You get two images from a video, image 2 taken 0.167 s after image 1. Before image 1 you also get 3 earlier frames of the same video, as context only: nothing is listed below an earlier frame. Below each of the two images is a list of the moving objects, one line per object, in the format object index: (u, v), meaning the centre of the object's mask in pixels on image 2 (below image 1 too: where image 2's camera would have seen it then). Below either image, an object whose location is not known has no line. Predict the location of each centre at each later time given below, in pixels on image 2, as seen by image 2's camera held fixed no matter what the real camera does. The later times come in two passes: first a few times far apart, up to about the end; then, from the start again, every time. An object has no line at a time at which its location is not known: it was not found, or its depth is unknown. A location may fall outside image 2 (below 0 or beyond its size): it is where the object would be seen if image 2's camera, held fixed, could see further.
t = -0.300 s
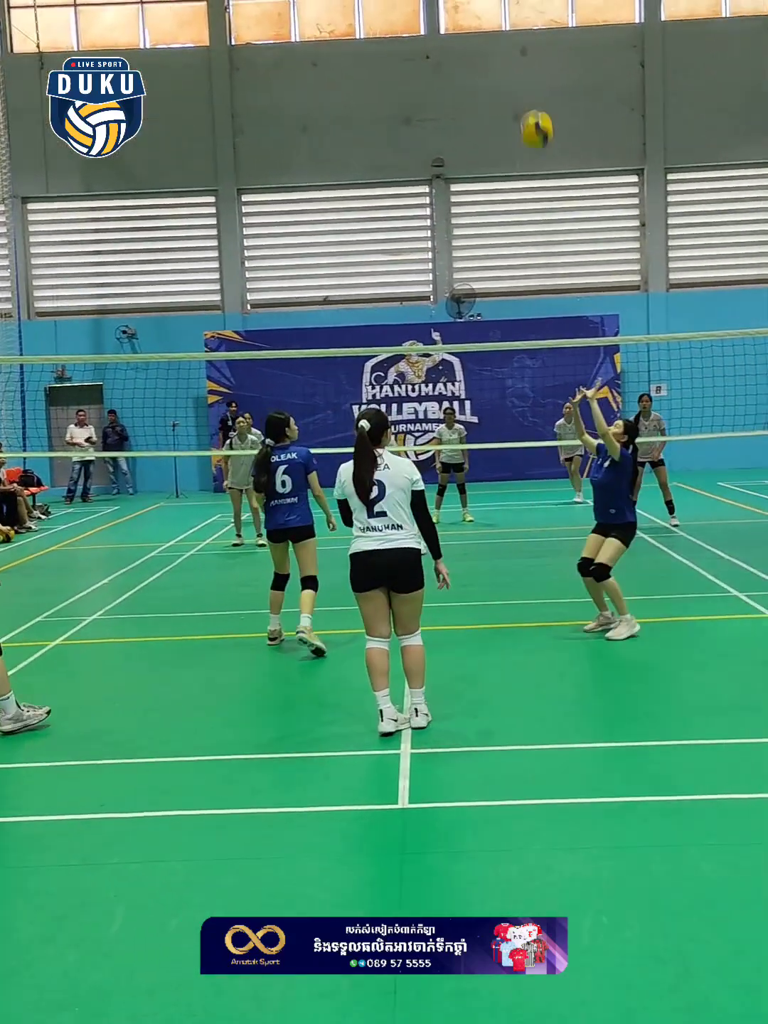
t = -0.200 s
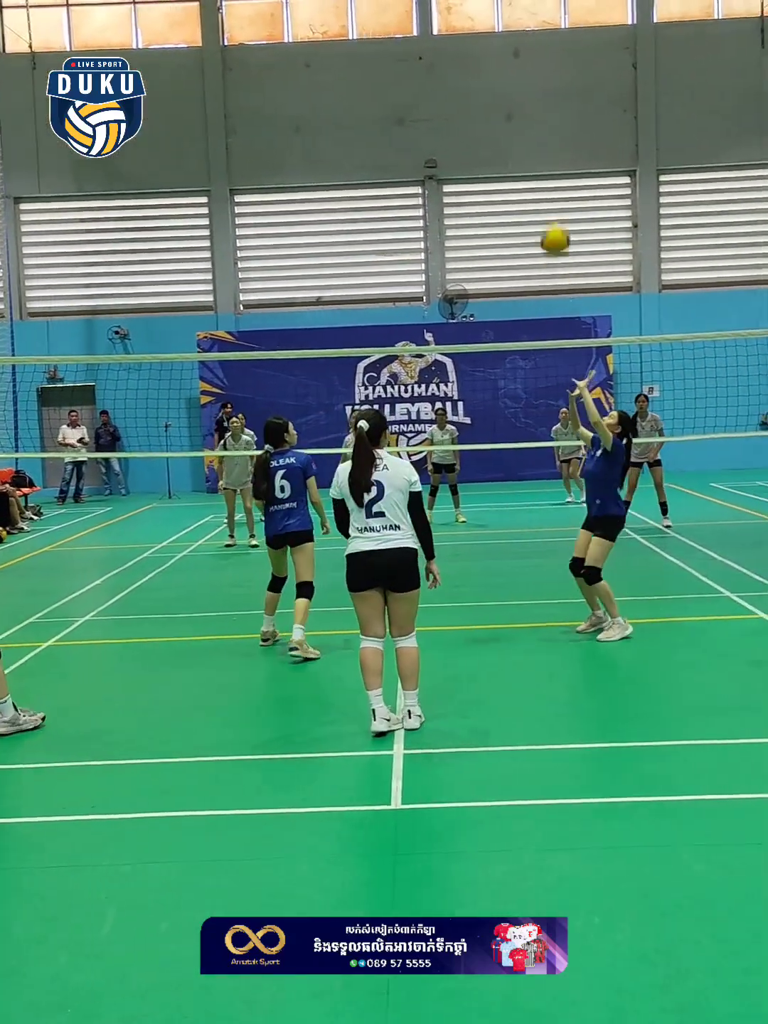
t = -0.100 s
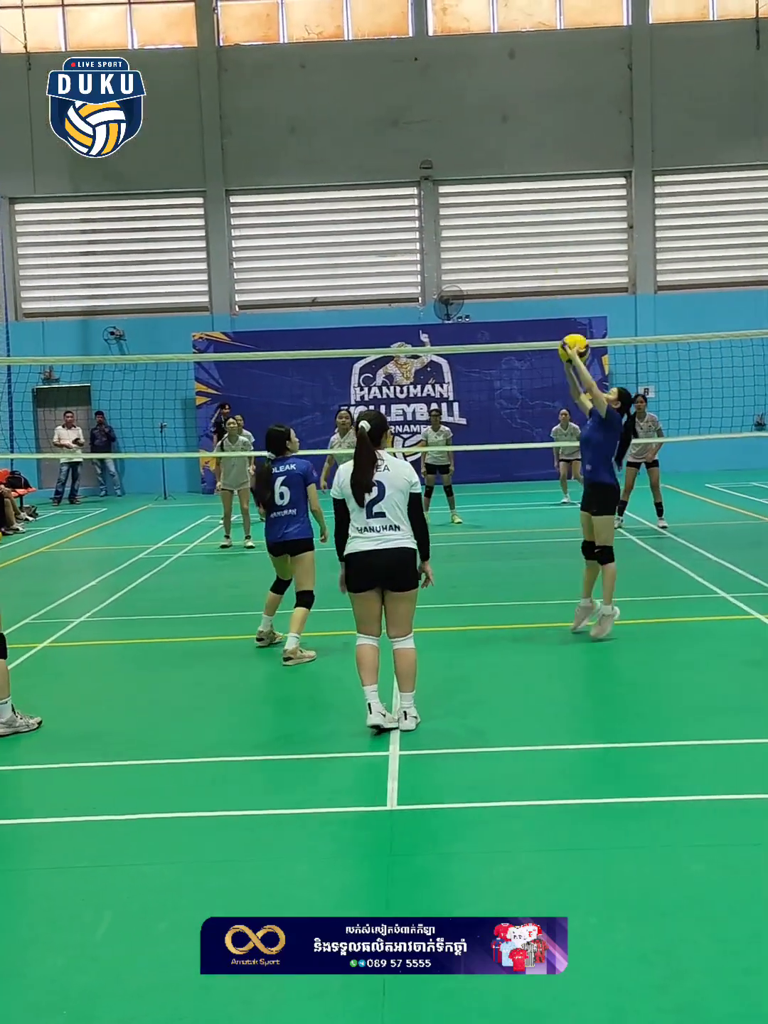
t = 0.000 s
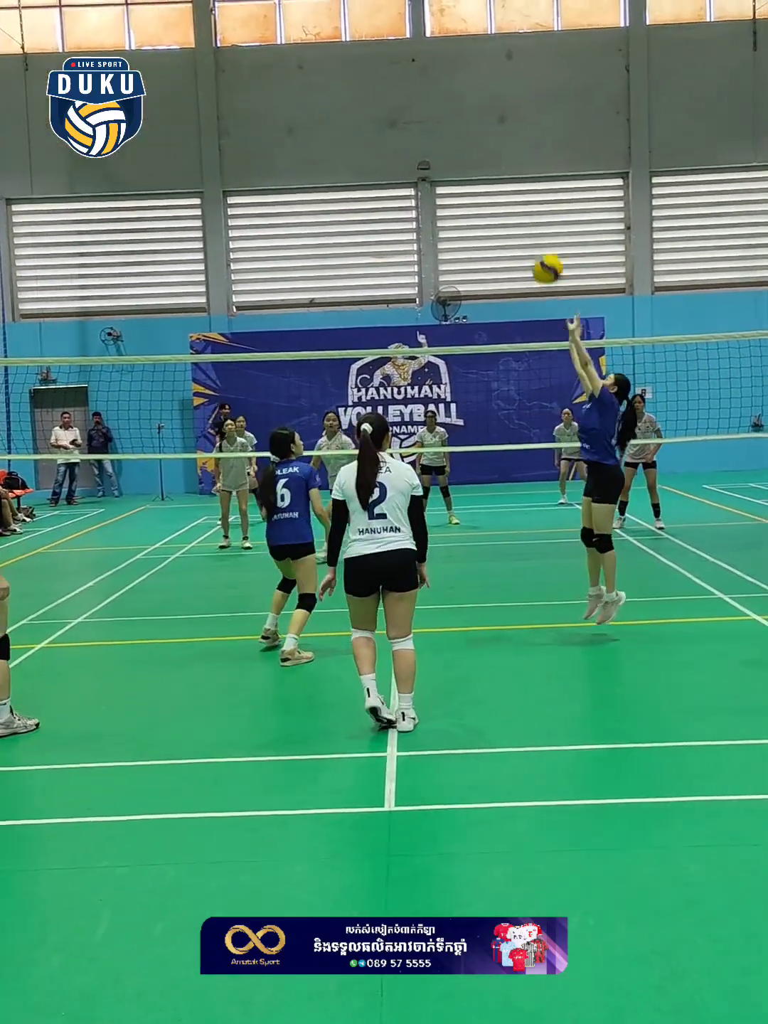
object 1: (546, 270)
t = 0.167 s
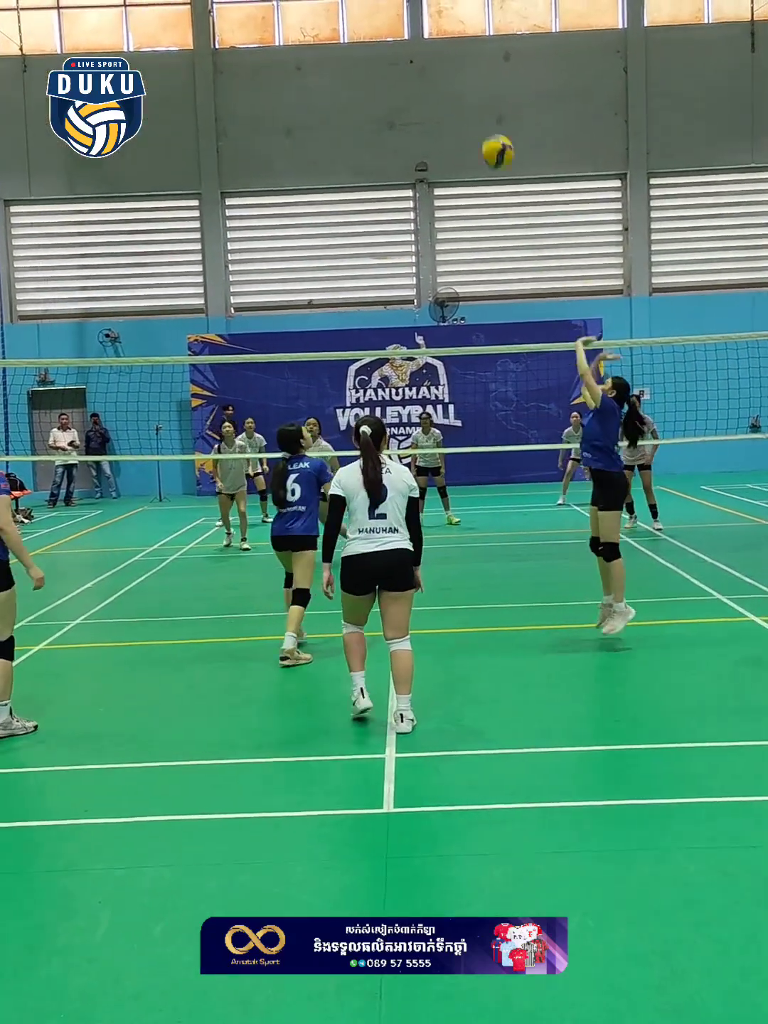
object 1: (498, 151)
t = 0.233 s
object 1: (480, 115)
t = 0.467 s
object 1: (420, 46)
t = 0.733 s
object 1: (358, 62)
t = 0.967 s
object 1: (312, 158)
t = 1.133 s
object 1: (285, 267)
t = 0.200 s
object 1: (488, 132)
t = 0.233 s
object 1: (480, 115)
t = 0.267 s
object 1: (471, 100)
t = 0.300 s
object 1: (462, 87)
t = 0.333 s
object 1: (453, 76)
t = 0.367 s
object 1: (445, 65)
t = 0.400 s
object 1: (436, 57)
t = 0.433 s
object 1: (428, 51)
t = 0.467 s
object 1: (420, 46)
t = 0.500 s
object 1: (412, 43)
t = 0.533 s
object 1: (405, 41)
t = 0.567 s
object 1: (396, 41)
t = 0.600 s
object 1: (388, 42)
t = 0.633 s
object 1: (381, 45)
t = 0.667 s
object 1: (373, 49)
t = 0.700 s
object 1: (366, 55)
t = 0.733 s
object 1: (358, 62)
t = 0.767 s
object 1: (351, 72)
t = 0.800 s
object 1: (345, 82)
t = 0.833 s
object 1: (338, 95)
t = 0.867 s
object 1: (331, 108)
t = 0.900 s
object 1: (325, 123)
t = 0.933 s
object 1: (318, 139)
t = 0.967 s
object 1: (312, 158)
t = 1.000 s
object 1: (307, 177)
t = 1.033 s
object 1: (300, 196)
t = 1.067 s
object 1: (295, 219)
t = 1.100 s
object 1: (289, 242)
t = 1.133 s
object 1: (285, 267)
